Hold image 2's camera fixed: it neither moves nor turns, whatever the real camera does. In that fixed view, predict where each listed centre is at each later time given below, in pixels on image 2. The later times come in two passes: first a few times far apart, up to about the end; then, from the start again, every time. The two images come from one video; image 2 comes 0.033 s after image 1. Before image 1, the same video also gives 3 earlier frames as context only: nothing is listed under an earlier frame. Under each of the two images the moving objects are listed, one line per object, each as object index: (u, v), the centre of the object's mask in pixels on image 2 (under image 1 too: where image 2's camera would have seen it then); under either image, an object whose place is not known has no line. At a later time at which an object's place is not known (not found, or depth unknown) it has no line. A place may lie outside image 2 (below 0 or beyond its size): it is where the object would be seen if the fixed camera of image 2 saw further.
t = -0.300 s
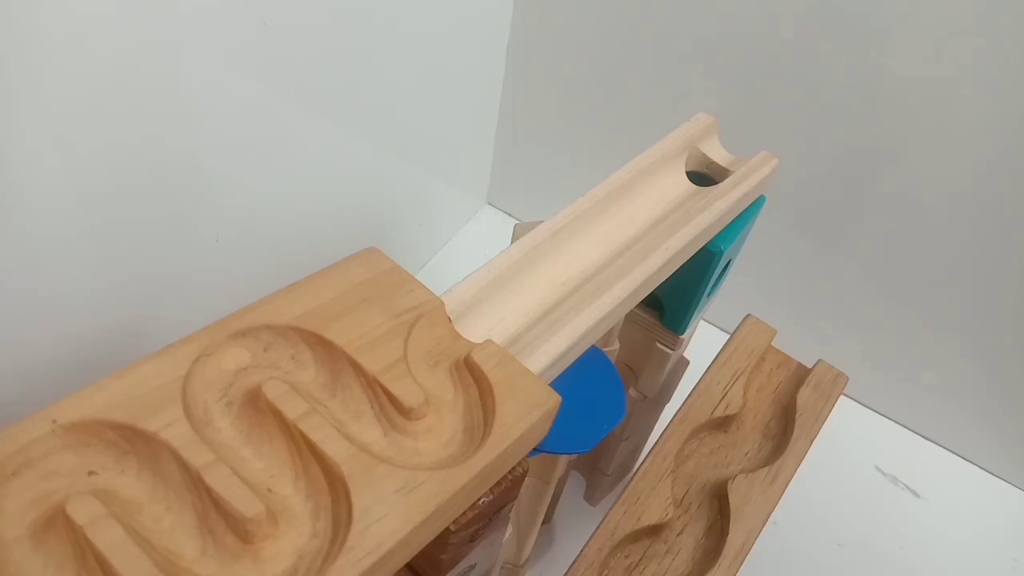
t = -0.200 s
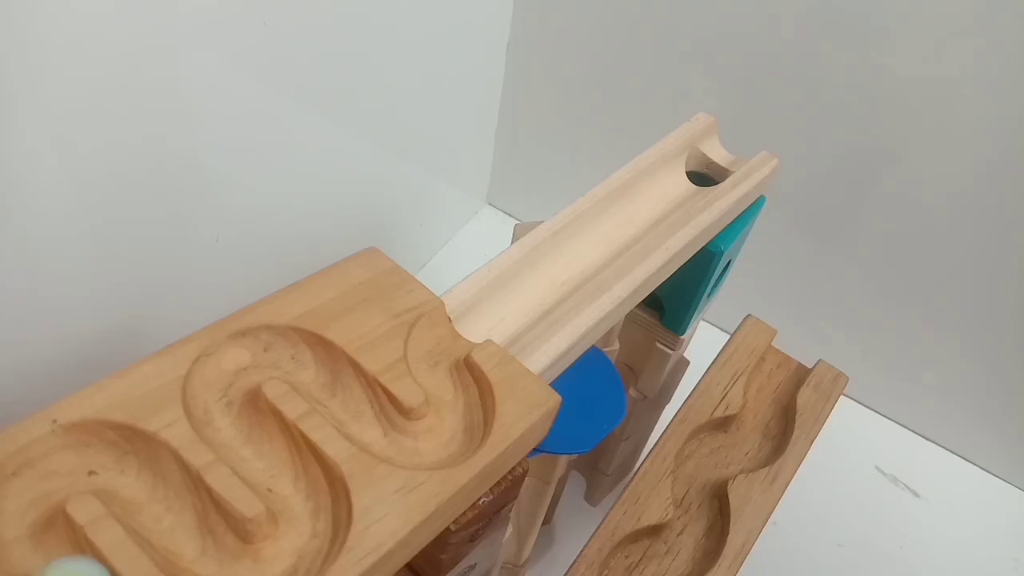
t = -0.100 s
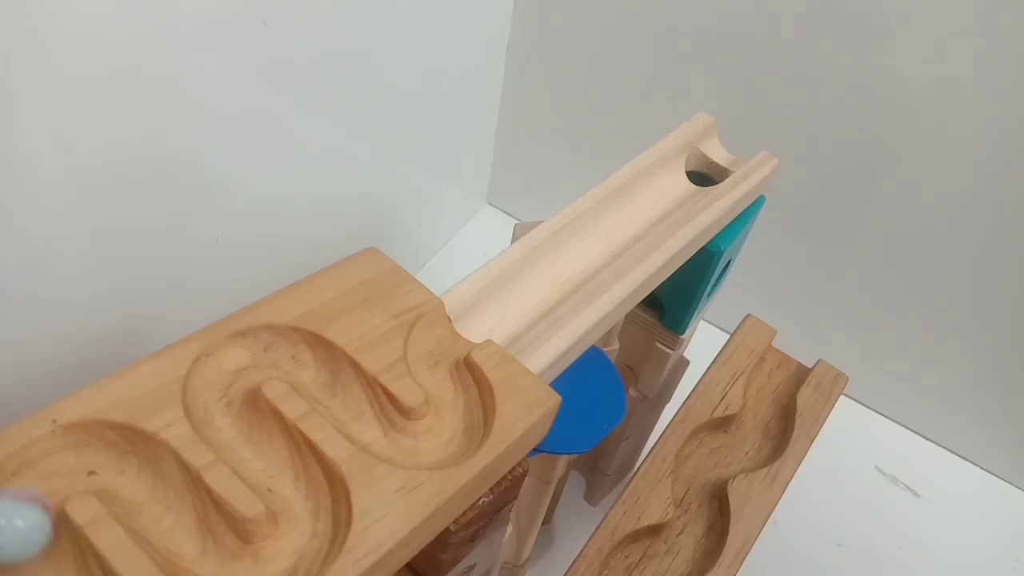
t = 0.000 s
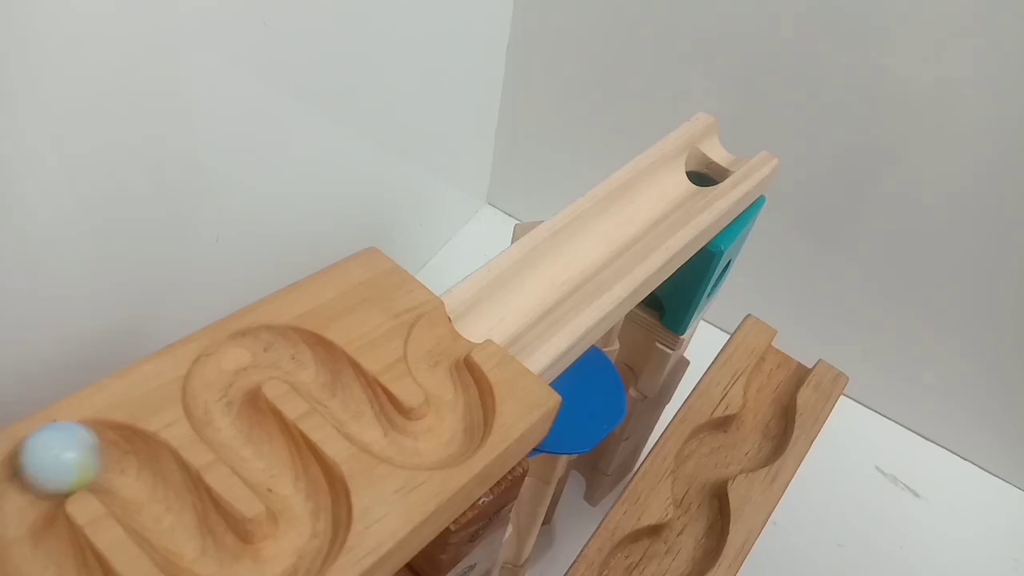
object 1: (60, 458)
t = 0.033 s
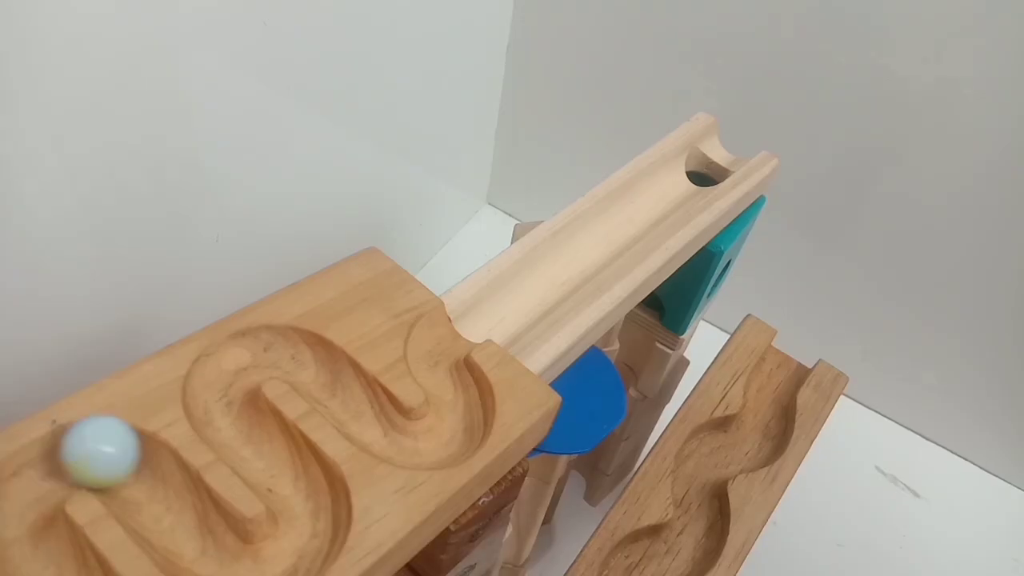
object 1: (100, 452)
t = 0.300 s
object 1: (311, 491)
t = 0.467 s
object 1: (219, 381)
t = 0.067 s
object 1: (134, 467)
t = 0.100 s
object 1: (161, 493)
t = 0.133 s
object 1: (184, 523)
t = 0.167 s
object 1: (210, 545)
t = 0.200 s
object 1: (247, 555)
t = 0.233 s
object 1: (285, 551)
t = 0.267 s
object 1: (310, 528)
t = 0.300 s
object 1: (311, 491)
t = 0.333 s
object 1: (291, 465)
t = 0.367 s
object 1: (265, 445)
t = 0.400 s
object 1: (240, 423)
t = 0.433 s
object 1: (222, 403)
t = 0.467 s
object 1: (219, 381)
